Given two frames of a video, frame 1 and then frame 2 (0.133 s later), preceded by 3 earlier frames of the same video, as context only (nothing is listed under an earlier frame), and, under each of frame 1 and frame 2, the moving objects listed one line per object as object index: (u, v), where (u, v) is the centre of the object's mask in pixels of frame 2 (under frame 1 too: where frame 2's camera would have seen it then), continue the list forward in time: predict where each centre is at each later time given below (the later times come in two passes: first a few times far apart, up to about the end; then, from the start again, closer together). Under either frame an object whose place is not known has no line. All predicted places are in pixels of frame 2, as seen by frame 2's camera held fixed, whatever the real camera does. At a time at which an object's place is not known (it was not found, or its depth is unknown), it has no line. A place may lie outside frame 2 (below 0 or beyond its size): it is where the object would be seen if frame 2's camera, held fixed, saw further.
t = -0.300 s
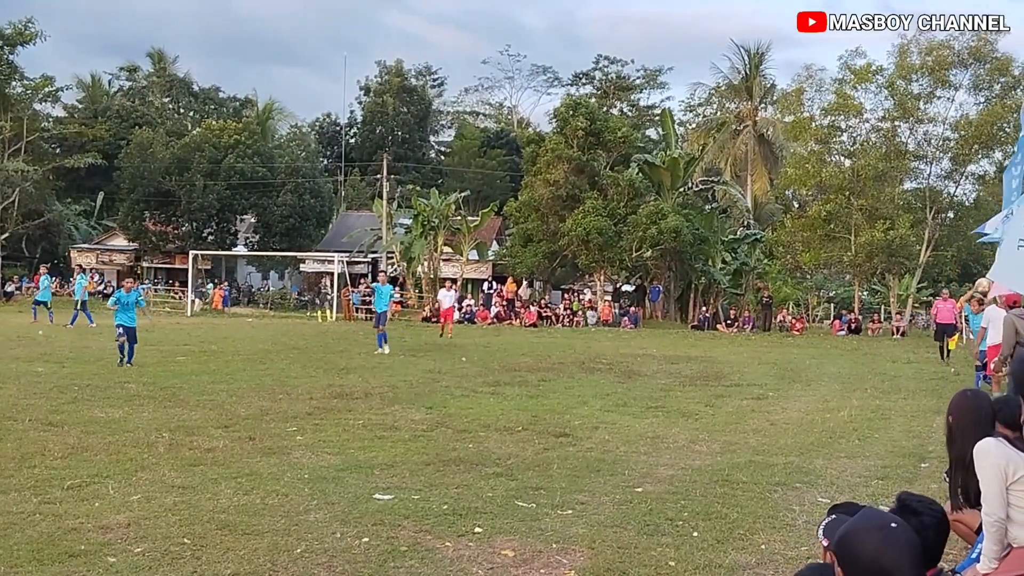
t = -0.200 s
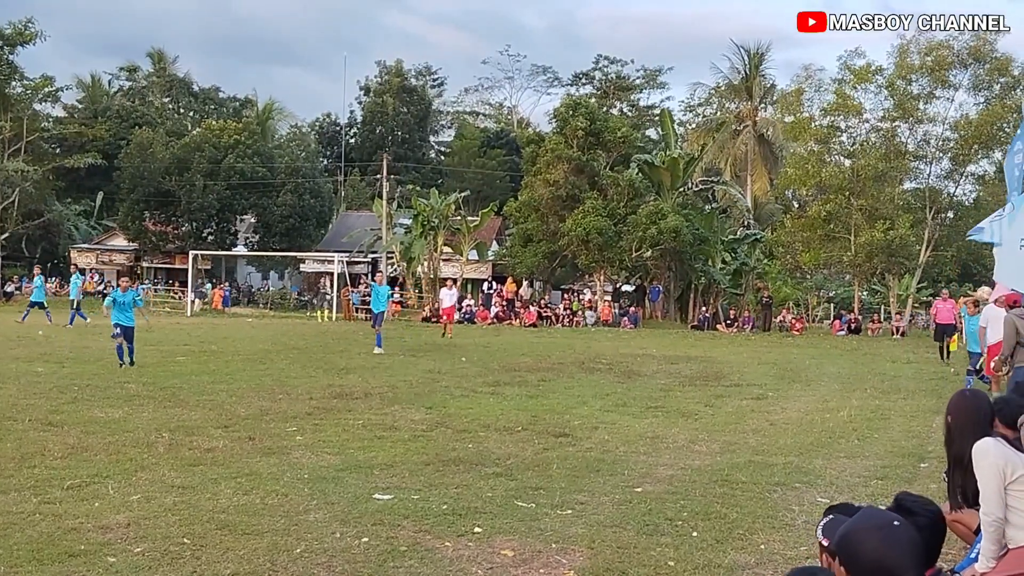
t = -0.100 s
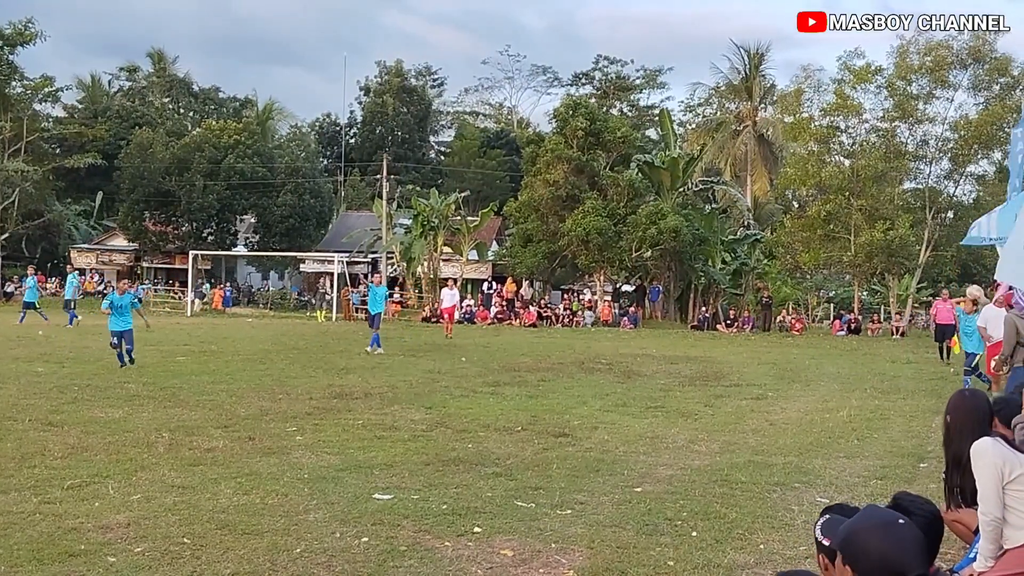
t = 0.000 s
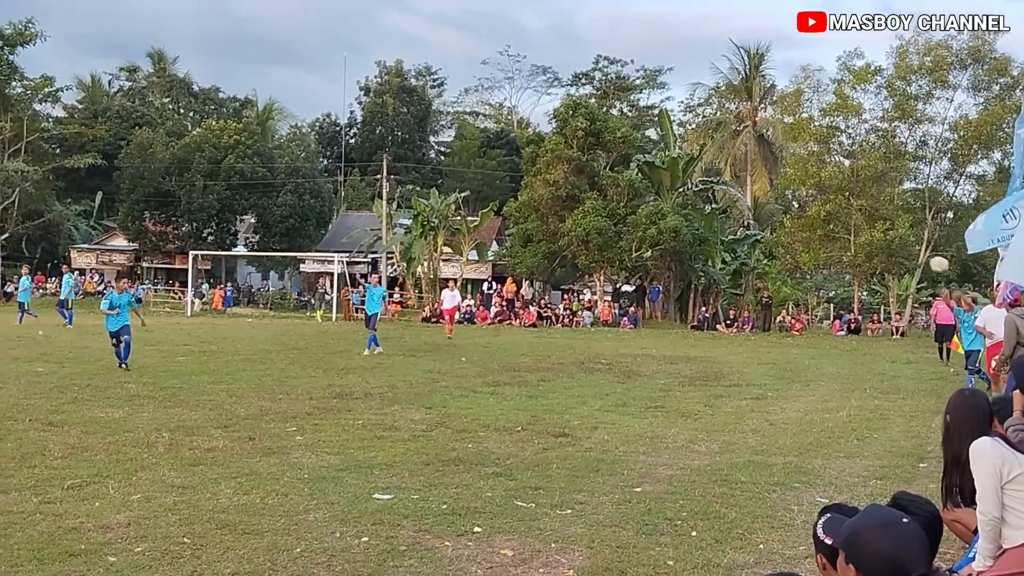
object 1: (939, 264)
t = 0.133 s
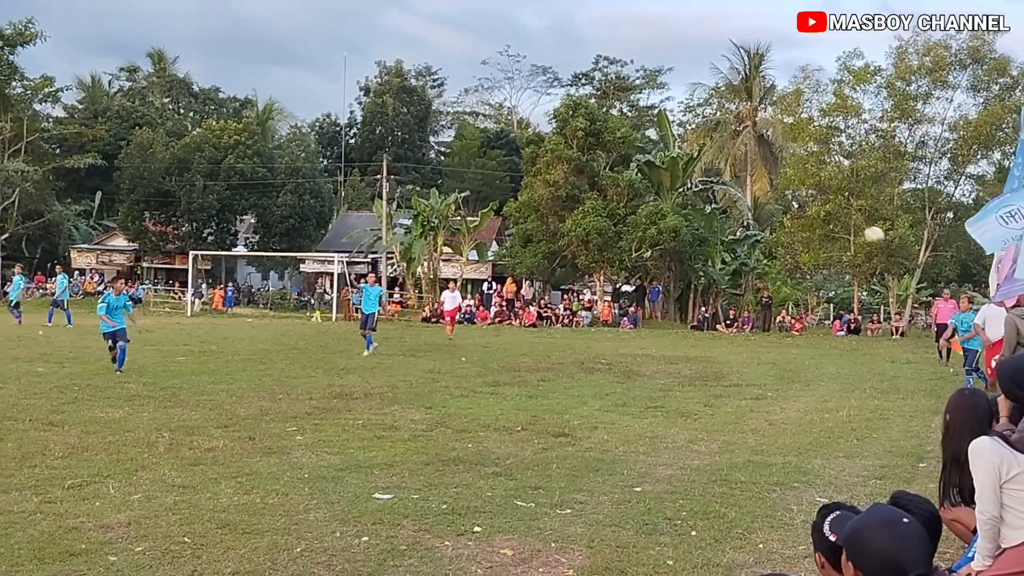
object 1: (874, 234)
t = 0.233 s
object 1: (821, 218)
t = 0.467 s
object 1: (677, 204)
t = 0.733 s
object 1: (474, 244)
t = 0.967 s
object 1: (244, 350)
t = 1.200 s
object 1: (50, 365)
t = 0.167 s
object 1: (857, 228)
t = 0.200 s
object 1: (839, 223)
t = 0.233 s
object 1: (821, 218)
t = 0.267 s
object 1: (802, 214)
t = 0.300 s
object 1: (782, 211)
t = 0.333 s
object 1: (762, 208)
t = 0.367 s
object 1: (742, 206)
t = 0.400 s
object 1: (721, 205)
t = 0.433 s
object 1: (700, 205)
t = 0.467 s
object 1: (677, 204)
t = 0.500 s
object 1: (654, 206)
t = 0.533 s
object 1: (631, 208)
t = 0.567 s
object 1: (607, 212)
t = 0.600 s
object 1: (581, 216)
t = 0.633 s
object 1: (556, 221)
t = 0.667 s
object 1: (528, 228)
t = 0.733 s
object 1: (474, 244)
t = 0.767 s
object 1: (445, 254)
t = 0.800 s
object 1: (414, 266)
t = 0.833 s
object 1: (381, 280)
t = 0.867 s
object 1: (350, 294)
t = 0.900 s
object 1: (316, 311)
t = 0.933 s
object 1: (281, 328)
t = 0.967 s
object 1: (244, 350)
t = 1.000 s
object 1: (207, 372)
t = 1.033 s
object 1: (169, 395)
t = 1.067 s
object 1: (127, 423)
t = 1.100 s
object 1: (102, 420)
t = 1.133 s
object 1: (85, 400)
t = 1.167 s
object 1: (68, 382)
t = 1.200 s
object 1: (50, 365)
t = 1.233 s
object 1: (32, 349)
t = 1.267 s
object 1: (14, 334)
